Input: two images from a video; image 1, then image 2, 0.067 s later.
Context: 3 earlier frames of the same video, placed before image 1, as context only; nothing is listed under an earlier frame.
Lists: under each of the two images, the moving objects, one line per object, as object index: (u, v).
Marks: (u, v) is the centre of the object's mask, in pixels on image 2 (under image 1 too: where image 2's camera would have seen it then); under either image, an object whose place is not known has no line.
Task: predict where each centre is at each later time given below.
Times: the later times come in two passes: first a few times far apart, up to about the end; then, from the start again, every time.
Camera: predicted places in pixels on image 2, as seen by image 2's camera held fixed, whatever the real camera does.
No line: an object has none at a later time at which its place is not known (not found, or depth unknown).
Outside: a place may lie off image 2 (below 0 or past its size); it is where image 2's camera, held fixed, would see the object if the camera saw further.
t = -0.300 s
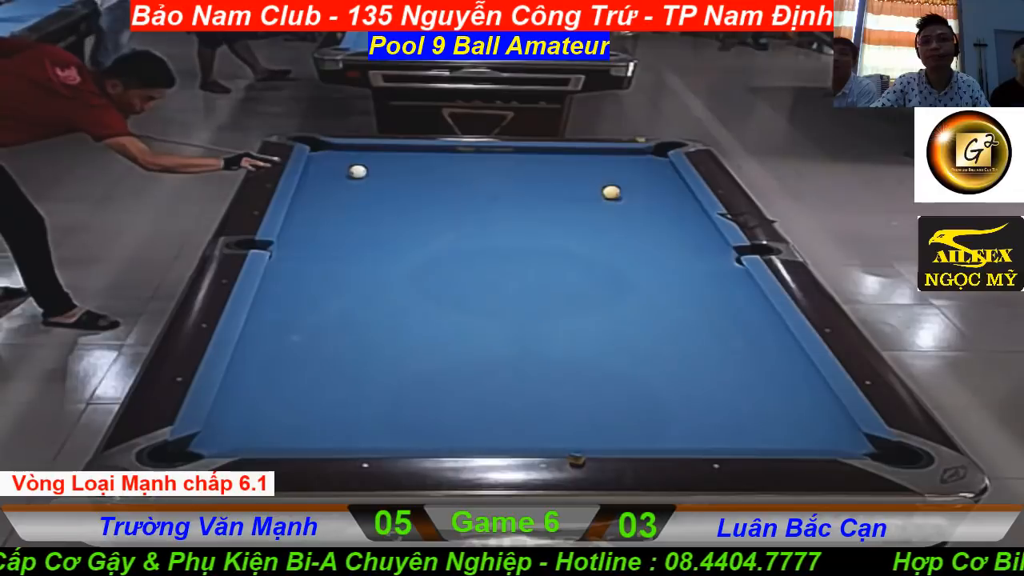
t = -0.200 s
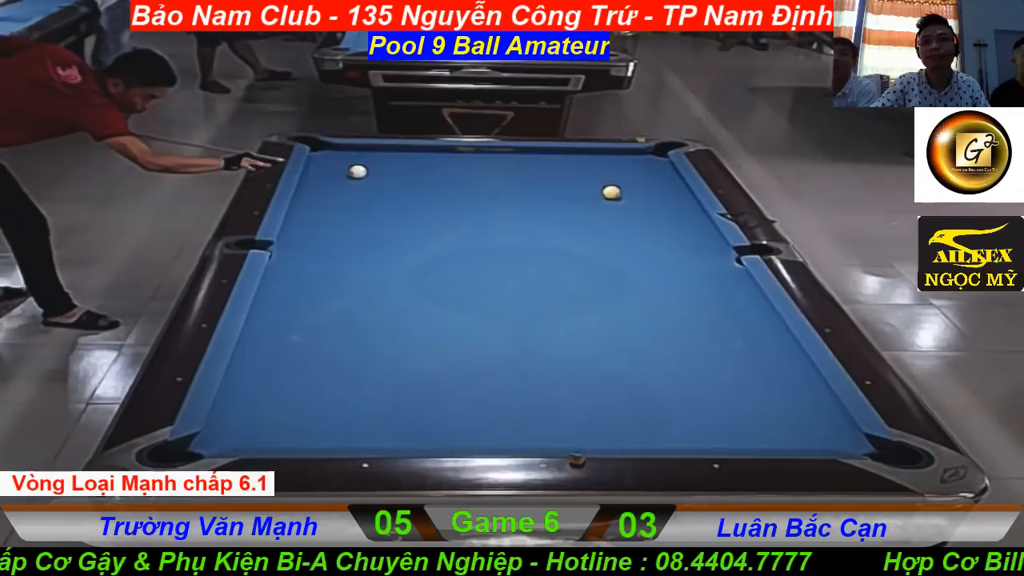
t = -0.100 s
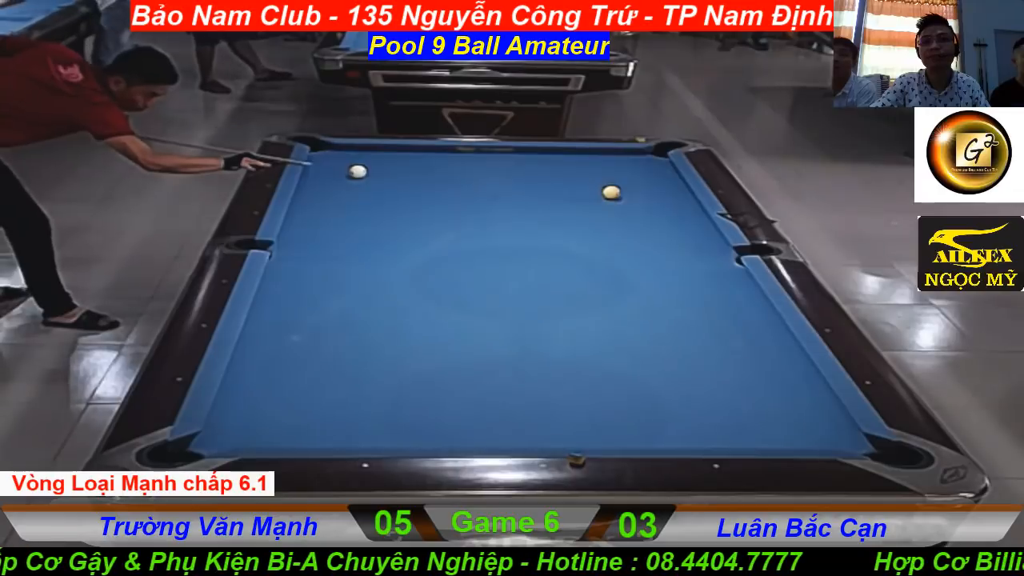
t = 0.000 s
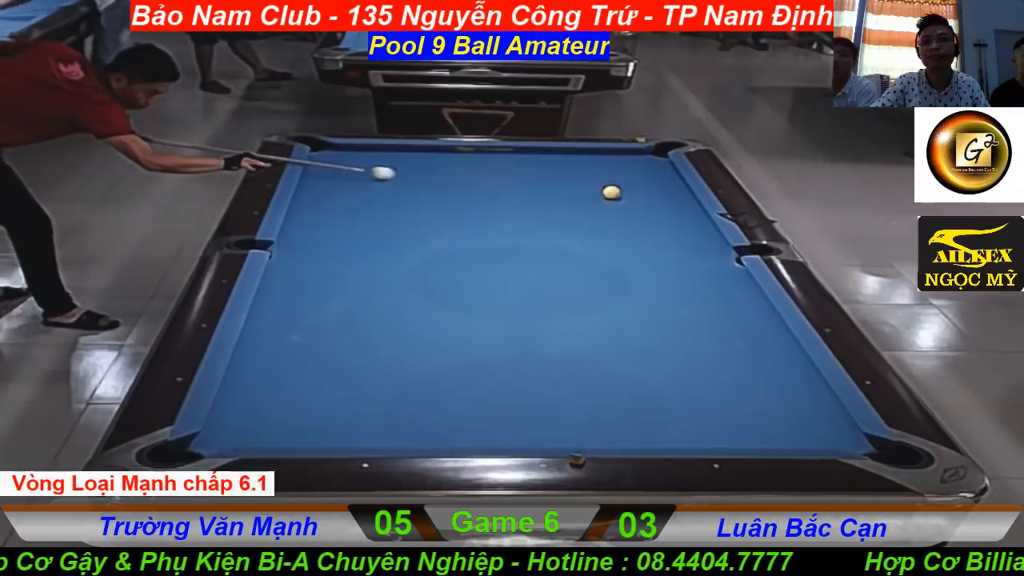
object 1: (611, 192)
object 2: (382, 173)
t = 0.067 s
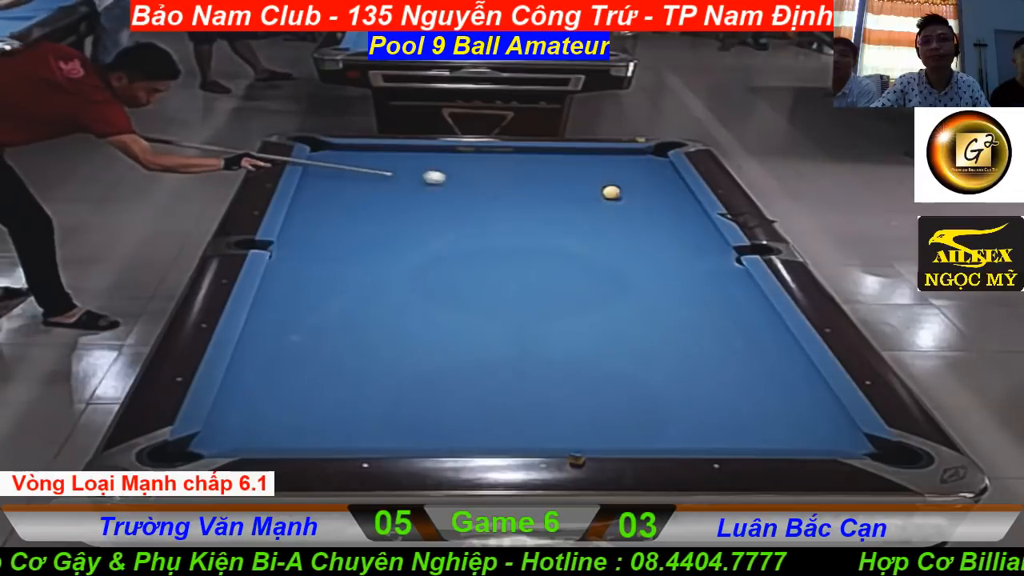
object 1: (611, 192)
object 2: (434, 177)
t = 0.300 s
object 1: (612, 192)
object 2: (594, 189)
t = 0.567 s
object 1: (666, 210)
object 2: (648, 182)
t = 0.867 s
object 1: (597, 219)
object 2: (643, 175)
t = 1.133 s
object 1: (534, 228)
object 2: (597, 170)
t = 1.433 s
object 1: (462, 238)
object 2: (549, 164)
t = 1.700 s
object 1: (397, 246)
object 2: (509, 159)
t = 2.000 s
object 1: (323, 257)
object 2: (466, 154)
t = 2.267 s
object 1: (289, 264)
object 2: (430, 150)
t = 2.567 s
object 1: (322, 268)
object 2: (398, 148)
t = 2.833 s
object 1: (350, 271)
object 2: (376, 149)
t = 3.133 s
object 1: (380, 274)
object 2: (353, 151)
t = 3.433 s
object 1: (408, 277)
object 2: (333, 152)
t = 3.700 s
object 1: (430, 279)
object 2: (317, 153)
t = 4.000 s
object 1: (453, 282)
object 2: (327, 154)
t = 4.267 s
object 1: (472, 283)
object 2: (335, 155)
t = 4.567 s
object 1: (491, 285)
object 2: (342, 155)
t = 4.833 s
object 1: (505, 286)
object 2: (347, 156)
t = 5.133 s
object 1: (520, 288)
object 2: (352, 156)
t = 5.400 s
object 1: (530, 288)
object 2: (355, 156)
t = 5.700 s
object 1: (539, 289)
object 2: (356, 156)
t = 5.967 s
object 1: (544, 289)
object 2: (356, 157)
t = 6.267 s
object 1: (547, 289)
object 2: (356, 157)
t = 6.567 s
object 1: (548, 289)
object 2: (356, 156)
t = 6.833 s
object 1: (548, 290)
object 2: (356, 157)
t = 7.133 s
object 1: (548, 290)
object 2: (356, 157)
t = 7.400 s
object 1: (548, 290)
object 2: (356, 157)
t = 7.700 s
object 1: (548, 290)
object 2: (356, 157)
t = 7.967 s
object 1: (548, 290)
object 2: (356, 157)
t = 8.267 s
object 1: (548, 290)
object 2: (356, 157)
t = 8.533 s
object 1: (548, 290)
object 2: (356, 157)
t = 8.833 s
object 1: (548, 290)
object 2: (356, 157)
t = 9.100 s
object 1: (548, 290)
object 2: (356, 157)
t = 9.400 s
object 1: (548, 290)
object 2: (356, 157)
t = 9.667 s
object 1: (548, 290)
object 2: (356, 157)
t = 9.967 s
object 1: (548, 290)
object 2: (356, 157)
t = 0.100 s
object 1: (611, 192)
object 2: (459, 179)
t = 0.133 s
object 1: (611, 192)
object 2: (482, 181)
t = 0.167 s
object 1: (611, 192)
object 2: (505, 183)
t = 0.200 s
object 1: (611, 192)
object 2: (528, 184)
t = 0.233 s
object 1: (611, 192)
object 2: (550, 186)
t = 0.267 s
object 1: (611, 192)
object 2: (573, 188)
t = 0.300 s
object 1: (612, 192)
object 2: (594, 189)
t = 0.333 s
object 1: (630, 195)
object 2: (600, 188)
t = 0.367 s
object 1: (648, 198)
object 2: (604, 187)
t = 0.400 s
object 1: (665, 202)
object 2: (610, 186)
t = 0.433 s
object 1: (682, 204)
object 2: (617, 185)
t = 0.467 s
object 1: (692, 207)
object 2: (624, 184)
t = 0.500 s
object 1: (683, 208)
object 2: (632, 183)
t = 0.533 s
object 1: (675, 209)
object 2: (640, 182)
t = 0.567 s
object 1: (666, 210)
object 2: (648, 182)
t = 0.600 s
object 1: (658, 211)
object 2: (656, 181)
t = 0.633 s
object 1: (651, 212)
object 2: (664, 180)
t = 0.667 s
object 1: (643, 213)
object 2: (672, 180)
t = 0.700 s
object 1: (635, 214)
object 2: (674, 179)
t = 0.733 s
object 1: (627, 215)
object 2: (667, 179)
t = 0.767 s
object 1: (620, 216)
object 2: (661, 178)
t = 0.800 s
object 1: (612, 217)
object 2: (655, 177)
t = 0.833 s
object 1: (605, 218)
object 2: (649, 176)
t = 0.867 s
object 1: (597, 219)
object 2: (643, 175)
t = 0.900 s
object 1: (589, 220)
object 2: (637, 175)
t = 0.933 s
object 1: (581, 222)
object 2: (631, 174)
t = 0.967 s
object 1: (573, 223)
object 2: (626, 173)
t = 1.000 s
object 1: (565, 224)
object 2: (620, 173)
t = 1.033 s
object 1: (558, 224)
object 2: (614, 172)
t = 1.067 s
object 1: (550, 226)
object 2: (609, 171)
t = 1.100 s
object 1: (542, 227)
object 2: (603, 171)
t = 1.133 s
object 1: (534, 228)
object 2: (597, 170)
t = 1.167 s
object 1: (526, 229)
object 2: (592, 169)
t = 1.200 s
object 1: (519, 230)
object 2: (586, 169)
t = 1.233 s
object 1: (510, 231)
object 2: (581, 168)
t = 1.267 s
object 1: (503, 232)
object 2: (575, 167)
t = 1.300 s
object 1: (495, 233)
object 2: (570, 167)
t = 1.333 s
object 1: (487, 234)
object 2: (564, 166)
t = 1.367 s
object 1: (478, 235)
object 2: (559, 166)
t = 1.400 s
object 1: (470, 236)
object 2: (554, 165)
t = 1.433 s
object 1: (462, 238)
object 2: (549, 164)
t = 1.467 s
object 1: (454, 239)
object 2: (544, 163)
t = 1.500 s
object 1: (446, 240)
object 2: (539, 163)
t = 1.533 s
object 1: (438, 241)
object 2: (534, 162)
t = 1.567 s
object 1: (430, 242)
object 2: (529, 162)
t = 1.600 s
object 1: (422, 243)
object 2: (523, 161)
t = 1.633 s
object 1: (414, 244)
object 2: (518, 160)
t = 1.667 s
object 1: (406, 245)
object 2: (514, 160)
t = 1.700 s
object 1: (397, 246)
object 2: (509, 159)
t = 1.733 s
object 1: (389, 247)
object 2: (504, 159)
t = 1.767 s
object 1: (381, 249)
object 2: (499, 158)
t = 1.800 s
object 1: (373, 250)
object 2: (494, 158)
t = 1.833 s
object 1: (364, 251)
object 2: (489, 157)
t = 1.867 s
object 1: (356, 252)
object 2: (485, 156)
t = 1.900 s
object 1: (348, 253)
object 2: (480, 156)
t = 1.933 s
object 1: (339, 254)
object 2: (475, 156)
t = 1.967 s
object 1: (331, 256)
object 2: (471, 155)
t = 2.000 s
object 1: (323, 257)
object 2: (466, 154)
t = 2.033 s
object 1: (314, 258)
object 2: (462, 154)
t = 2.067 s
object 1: (306, 259)
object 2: (457, 153)
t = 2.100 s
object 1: (298, 260)
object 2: (453, 153)
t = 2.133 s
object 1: (289, 261)
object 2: (448, 152)
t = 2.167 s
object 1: (281, 262)
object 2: (444, 152)
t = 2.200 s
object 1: (280, 263)
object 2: (439, 151)
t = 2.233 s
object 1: (285, 264)
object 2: (435, 151)
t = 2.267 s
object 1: (289, 264)
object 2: (430, 150)
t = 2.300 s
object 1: (292, 264)
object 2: (426, 150)
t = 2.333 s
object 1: (296, 265)
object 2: (422, 149)
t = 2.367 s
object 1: (300, 265)
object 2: (418, 148)
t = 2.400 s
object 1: (304, 266)
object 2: (414, 148)
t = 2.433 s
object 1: (308, 266)
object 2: (410, 148)
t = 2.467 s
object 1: (311, 267)
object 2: (406, 147)
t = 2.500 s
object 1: (315, 267)
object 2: (403, 147)
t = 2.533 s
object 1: (318, 267)
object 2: (400, 147)
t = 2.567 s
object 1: (322, 268)
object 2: (398, 148)
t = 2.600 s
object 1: (326, 268)
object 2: (395, 148)
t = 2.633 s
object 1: (330, 268)
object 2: (392, 148)
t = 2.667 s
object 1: (333, 269)
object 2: (389, 148)
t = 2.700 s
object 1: (336, 269)
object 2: (386, 148)
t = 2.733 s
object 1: (340, 270)
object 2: (384, 148)
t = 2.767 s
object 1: (344, 270)
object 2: (381, 149)
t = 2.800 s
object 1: (347, 271)
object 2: (379, 149)
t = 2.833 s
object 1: (350, 271)
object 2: (376, 149)
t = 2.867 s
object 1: (354, 271)
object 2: (373, 149)
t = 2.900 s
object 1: (357, 272)
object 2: (371, 149)
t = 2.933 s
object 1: (360, 272)
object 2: (368, 150)
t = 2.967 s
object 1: (363, 273)
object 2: (366, 150)
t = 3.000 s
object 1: (367, 273)
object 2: (363, 150)
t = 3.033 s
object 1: (370, 273)
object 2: (360, 150)
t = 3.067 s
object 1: (374, 274)
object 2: (358, 150)
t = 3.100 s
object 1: (377, 274)
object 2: (355, 150)
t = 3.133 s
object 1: (380, 274)
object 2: (353, 151)
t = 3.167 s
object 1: (383, 275)
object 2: (351, 151)
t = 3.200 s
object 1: (386, 275)
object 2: (348, 151)
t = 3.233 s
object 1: (389, 275)
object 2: (346, 151)
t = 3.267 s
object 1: (393, 275)
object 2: (344, 151)
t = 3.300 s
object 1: (395, 276)
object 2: (342, 151)
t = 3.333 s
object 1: (398, 276)
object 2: (339, 152)
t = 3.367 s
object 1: (402, 277)
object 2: (337, 152)
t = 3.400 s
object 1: (405, 277)
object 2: (335, 152)
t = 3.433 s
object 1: (408, 277)
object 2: (333, 152)
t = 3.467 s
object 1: (411, 278)
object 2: (330, 152)
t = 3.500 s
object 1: (413, 278)
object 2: (328, 152)
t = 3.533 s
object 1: (416, 278)
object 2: (326, 152)
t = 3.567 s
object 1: (419, 279)
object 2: (324, 152)
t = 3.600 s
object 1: (422, 279)
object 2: (322, 152)
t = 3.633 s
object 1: (424, 279)
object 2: (320, 153)
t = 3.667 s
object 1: (427, 279)
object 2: (318, 153)
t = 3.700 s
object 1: (430, 279)
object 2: (317, 153)
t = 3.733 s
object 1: (433, 280)
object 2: (318, 153)
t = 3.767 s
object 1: (436, 280)
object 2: (319, 153)
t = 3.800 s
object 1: (438, 280)
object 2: (320, 153)
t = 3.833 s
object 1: (441, 281)
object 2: (321, 153)
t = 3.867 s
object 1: (443, 281)
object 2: (323, 153)
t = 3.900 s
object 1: (446, 281)
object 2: (324, 153)
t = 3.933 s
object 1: (448, 281)
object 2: (325, 153)
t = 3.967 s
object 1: (451, 282)
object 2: (326, 154)
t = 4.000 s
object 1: (453, 282)
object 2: (327, 154)
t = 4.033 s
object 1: (456, 282)
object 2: (328, 154)
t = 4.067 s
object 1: (458, 282)
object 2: (329, 154)
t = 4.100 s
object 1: (461, 283)
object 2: (330, 154)
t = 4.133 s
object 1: (463, 283)
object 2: (331, 154)
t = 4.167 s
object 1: (465, 283)
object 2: (332, 155)
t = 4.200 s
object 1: (468, 283)
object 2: (333, 155)
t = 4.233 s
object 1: (470, 283)
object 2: (334, 155)
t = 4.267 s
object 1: (472, 283)
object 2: (335, 155)
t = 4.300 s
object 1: (474, 284)
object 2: (336, 155)
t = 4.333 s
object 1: (477, 284)
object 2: (337, 155)
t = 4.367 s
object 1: (479, 284)
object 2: (337, 155)
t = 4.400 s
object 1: (481, 284)
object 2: (338, 155)
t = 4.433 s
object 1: (483, 285)
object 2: (339, 155)
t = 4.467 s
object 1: (485, 285)
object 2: (340, 155)
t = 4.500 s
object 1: (487, 285)
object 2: (341, 155)
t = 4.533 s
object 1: (489, 285)
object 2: (342, 155)
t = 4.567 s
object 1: (491, 285)
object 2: (342, 155)
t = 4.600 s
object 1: (493, 285)
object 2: (343, 156)
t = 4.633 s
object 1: (495, 285)
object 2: (344, 156)
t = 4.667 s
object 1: (496, 285)
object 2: (344, 156)
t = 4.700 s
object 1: (498, 286)
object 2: (345, 156)
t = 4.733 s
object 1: (500, 286)
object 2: (345, 156)
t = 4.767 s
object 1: (502, 286)
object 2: (346, 156)
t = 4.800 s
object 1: (504, 286)
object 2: (347, 156)
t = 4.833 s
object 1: (505, 286)
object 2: (347, 156)
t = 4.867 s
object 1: (507, 286)
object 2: (348, 156)
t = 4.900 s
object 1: (509, 287)
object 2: (348, 156)
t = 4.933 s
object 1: (511, 287)
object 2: (349, 156)
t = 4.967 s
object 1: (512, 287)
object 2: (349, 156)
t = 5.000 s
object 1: (514, 287)
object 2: (350, 156)
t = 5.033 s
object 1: (515, 287)
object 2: (351, 156)
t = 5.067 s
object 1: (517, 288)
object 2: (351, 156)
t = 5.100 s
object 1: (518, 288)
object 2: (351, 156)
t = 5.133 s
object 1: (520, 288)
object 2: (352, 156)
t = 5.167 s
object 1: (521, 288)
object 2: (352, 156)
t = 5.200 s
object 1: (522, 288)
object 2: (353, 156)
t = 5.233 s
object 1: (524, 288)
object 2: (353, 156)
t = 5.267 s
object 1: (525, 288)
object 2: (353, 156)
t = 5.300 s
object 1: (526, 288)
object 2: (354, 156)
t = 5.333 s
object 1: (527, 288)
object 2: (354, 156)
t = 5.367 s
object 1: (528, 288)
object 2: (354, 156)
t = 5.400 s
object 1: (530, 288)
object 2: (355, 156)
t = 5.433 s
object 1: (531, 288)
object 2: (355, 156)
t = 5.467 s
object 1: (532, 288)
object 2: (355, 156)
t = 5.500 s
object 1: (533, 288)
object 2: (355, 156)
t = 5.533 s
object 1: (534, 288)
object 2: (355, 156)
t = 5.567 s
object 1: (535, 289)
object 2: (355, 156)
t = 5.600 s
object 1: (536, 289)
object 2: (356, 156)
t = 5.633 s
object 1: (537, 289)
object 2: (356, 156)
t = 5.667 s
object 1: (538, 289)
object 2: (356, 156)
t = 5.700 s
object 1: (539, 289)
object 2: (356, 156)
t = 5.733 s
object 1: (540, 289)
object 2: (356, 156)
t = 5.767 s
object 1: (540, 289)
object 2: (356, 157)
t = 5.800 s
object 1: (541, 289)
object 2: (356, 157)
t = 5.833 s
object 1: (542, 289)
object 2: (356, 156)
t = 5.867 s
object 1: (542, 289)
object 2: (356, 157)
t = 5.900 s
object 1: (543, 289)
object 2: (356, 157)
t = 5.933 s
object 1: (543, 289)
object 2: (356, 157)
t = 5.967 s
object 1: (544, 289)
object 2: (356, 157)
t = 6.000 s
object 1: (544, 289)
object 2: (356, 157)
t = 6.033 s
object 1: (545, 289)
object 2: (356, 156)
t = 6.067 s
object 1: (545, 289)
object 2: (356, 156)
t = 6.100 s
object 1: (545, 289)
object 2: (356, 156)
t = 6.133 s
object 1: (546, 289)
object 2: (356, 157)
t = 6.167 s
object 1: (546, 289)
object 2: (356, 157)
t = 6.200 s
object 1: (546, 289)
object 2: (356, 157)
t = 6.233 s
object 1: (546, 289)
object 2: (356, 157)
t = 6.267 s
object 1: (547, 289)
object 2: (356, 157)
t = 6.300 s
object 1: (547, 289)
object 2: (356, 157)
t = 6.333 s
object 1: (547, 289)
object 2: (356, 157)
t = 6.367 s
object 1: (548, 289)
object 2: (356, 157)
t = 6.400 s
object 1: (548, 289)
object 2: (356, 157)
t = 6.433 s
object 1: (548, 289)
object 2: (356, 157)
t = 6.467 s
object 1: (548, 289)
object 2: (356, 157)
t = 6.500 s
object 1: (548, 289)
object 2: (356, 157)
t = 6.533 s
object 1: (548, 289)
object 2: (356, 157)
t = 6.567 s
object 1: (548, 289)
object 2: (356, 156)
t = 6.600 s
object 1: (548, 289)
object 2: (356, 157)
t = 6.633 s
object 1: (548, 289)
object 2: (356, 157)
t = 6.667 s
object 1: (548, 290)
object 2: (356, 157)
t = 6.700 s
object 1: (548, 289)
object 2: (356, 157)
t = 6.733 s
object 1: (548, 289)
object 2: (356, 157)
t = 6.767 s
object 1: (548, 289)
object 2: (356, 157)
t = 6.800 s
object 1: (548, 289)
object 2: (356, 157)
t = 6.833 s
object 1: (548, 290)
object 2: (356, 157)
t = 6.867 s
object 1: (548, 290)
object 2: (356, 157)
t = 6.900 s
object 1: (548, 290)
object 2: (356, 157)
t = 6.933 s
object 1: (548, 289)
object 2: (356, 157)
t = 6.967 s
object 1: (548, 290)
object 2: (356, 157)
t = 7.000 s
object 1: (548, 289)
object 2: (356, 157)
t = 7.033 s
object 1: (548, 290)
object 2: (356, 157)
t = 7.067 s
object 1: (548, 290)
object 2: (356, 157)
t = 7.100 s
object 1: (548, 290)
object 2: (356, 157)
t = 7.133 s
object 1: (548, 290)
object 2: (356, 157)
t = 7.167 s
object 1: (548, 290)
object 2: (356, 157)
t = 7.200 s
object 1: (548, 290)
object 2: (356, 157)
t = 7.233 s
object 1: (548, 290)
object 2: (356, 157)
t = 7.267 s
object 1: (548, 290)
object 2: (356, 157)
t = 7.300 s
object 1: (548, 290)
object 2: (356, 157)
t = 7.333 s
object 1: (548, 290)
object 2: (356, 157)
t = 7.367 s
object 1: (548, 290)
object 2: (356, 157)
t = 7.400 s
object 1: (548, 290)
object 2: (356, 157)
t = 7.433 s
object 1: (548, 290)
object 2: (356, 157)
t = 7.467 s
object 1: (548, 290)
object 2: (356, 157)
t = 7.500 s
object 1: (548, 290)
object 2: (356, 157)
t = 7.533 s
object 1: (548, 290)
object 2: (356, 157)
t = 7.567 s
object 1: (548, 290)
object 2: (356, 157)
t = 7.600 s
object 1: (548, 290)
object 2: (356, 157)
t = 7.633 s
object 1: (548, 290)
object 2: (356, 157)
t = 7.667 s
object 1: (548, 290)
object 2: (356, 157)
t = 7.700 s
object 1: (548, 290)
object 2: (356, 157)
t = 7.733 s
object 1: (548, 290)
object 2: (356, 157)
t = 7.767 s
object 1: (548, 290)
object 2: (356, 157)
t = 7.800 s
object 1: (548, 290)
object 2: (356, 157)
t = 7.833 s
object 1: (548, 290)
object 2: (356, 157)
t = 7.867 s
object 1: (548, 290)
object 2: (356, 157)
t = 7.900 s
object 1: (548, 290)
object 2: (356, 157)
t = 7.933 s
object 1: (548, 290)
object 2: (356, 157)
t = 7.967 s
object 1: (548, 290)
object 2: (356, 157)
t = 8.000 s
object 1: (548, 290)
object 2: (356, 157)
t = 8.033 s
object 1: (548, 290)
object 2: (356, 157)
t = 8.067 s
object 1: (548, 290)
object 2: (356, 157)
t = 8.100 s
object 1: (548, 290)
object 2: (356, 157)
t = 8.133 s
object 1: (548, 290)
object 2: (356, 157)
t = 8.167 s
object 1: (548, 290)
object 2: (356, 157)
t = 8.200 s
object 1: (548, 290)
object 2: (356, 157)
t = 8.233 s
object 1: (548, 290)
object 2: (356, 157)
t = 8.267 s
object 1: (548, 290)
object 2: (356, 157)
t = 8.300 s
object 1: (548, 290)
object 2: (356, 157)
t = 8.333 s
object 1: (548, 290)
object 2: (356, 157)
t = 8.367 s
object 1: (548, 290)
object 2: (356, 157)
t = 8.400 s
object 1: (548, 290)
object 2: (356, 157)
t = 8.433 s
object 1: (548, 290)
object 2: (356, 157)
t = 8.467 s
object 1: (548, 290)
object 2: (356, 157)
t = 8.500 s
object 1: (548, 290)
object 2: (356, 157)
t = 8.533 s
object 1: (548, 290)
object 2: (356, 157)
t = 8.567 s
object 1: (548, 290)
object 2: (356, 157)
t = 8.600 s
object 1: (548, 290)
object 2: (356, 157)
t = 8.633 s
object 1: (548, 290)
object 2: (356, 157)
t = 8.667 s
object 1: (548, 290)
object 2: (356, 157)
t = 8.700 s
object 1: (548, 290)
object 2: (356, 157)
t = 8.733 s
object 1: (548, 290)
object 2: (356, 157)
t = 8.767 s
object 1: (548, 290)
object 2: (356, 157)
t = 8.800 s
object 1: (548, 290)
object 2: (356, 157)
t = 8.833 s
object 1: (548, 290)
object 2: (356, 157)
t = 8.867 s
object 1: (548, 290)
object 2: (356, 157)
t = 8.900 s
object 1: (548, 290)
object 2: (356, 157)
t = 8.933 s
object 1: (548, 290)
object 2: (356, 157)
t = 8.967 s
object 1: (548, 290)
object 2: (356, 157)
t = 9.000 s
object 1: (548, 290)
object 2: (356, 157)
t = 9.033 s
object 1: (548, 290)
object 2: (356, 157)
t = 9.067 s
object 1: (548, 290)
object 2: (356, 157)
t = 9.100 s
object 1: (548, 290)
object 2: (356, 157)
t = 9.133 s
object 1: (548, 290)
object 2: (356, 157)
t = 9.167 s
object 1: (548, 290)
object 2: (356, 157)
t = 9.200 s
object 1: (548, 290)
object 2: (356, 157)
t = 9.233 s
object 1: (548, 290)
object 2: (356, 157)
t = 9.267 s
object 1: (548, 290)
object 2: (356, 157)
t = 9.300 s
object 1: (548, 290)
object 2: (356, 157)
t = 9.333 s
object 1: (548, 290)
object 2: (356, 157)
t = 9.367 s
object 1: (548, 290)
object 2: (356, 157)
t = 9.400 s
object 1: (548, 290)
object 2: (356, 157)
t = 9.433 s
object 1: (548, 290)
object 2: (356, 157)
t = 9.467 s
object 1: (548, 290)
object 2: (356, 157)
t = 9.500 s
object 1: (548, 290)
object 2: (356, 157)
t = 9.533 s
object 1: (548, 290)
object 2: (356, 157)
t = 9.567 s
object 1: (548, 290)
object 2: (356, 157)
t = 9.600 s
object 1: (548, 290)
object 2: (356, 157)
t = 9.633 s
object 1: (548, 290)
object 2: (356, 157)
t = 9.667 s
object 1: (548, 290)
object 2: (356, 157)
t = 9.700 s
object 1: (548, 290)
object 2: (356, 157)
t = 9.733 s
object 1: (548, 290)
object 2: (356, 157)
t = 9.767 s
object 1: (548, 290)
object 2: (356, 157)
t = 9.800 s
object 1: (548, 290)
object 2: (356, 157)
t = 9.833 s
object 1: (548, 290)
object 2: (356, 157)
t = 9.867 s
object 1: (548, 290)
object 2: (356, 157)
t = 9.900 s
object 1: (548, 290)
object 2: (356, 157)
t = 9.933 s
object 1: (548, 290)
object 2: (356, 157)
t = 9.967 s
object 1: (548, 290)
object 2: (356, 157)
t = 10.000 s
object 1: (548, 290)
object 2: (356, 157)
